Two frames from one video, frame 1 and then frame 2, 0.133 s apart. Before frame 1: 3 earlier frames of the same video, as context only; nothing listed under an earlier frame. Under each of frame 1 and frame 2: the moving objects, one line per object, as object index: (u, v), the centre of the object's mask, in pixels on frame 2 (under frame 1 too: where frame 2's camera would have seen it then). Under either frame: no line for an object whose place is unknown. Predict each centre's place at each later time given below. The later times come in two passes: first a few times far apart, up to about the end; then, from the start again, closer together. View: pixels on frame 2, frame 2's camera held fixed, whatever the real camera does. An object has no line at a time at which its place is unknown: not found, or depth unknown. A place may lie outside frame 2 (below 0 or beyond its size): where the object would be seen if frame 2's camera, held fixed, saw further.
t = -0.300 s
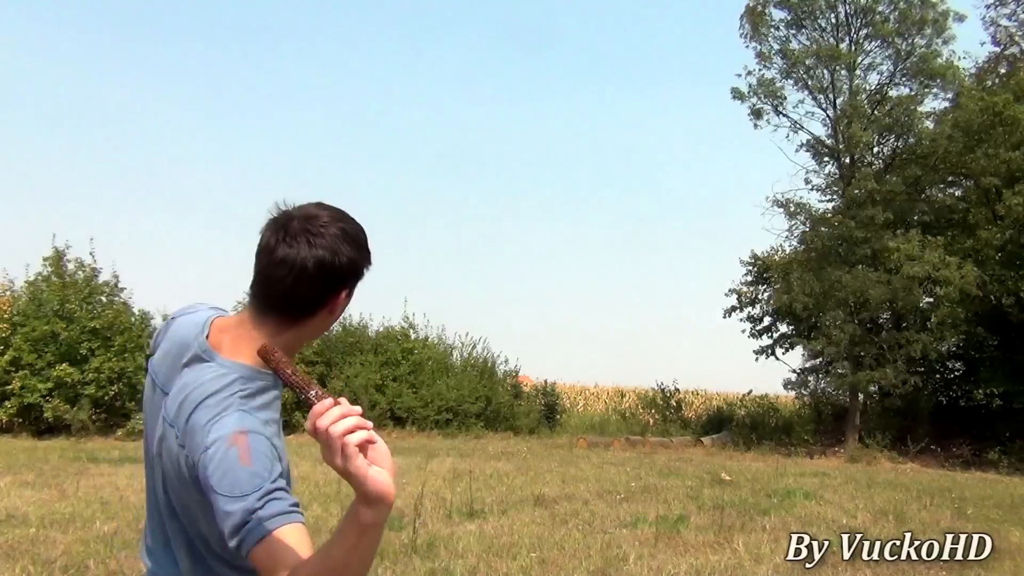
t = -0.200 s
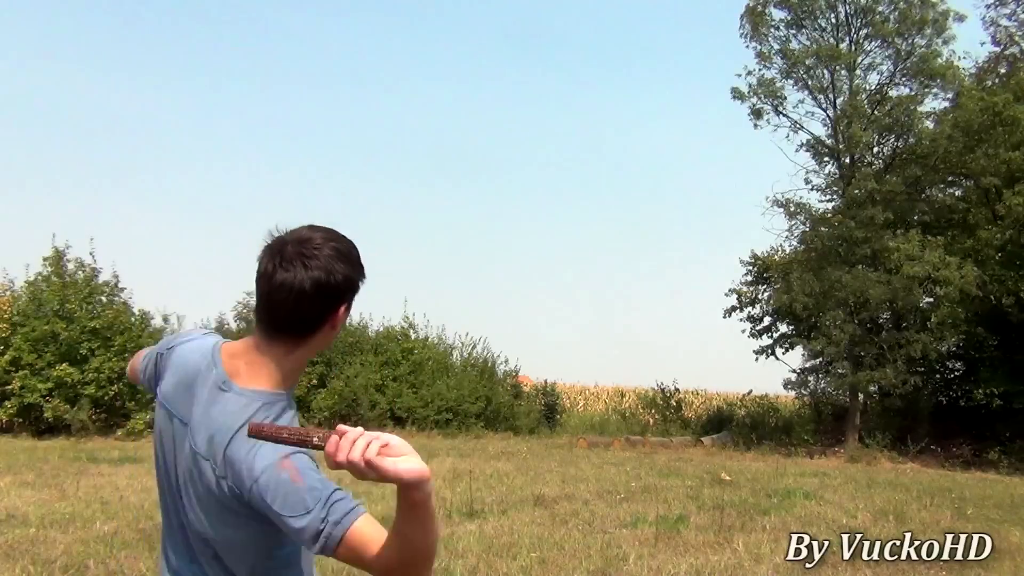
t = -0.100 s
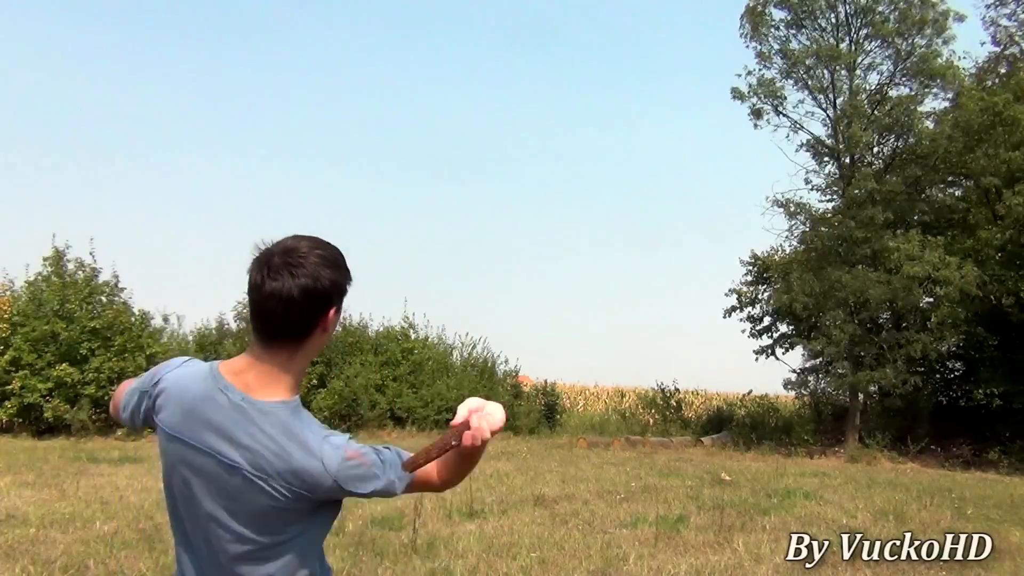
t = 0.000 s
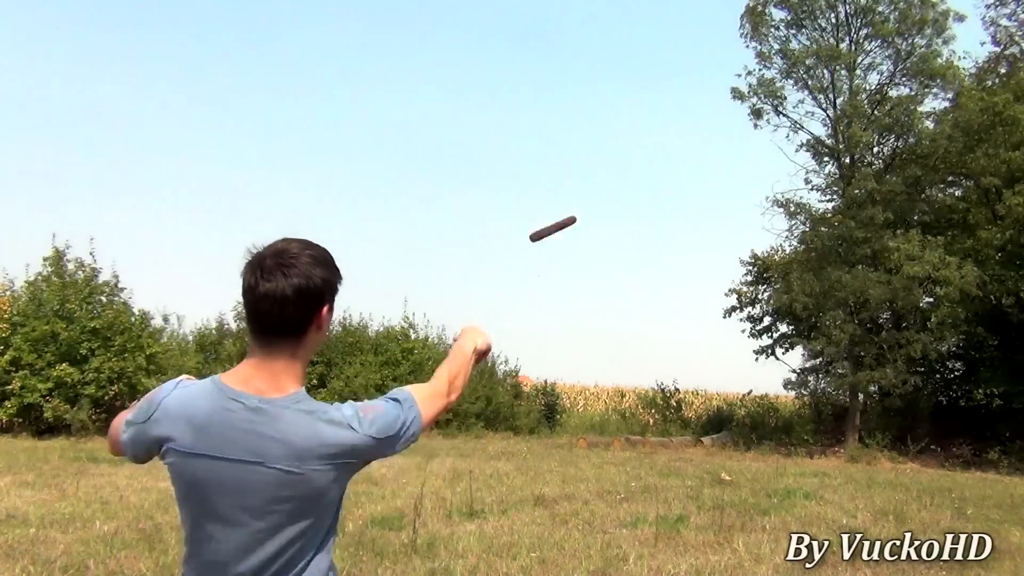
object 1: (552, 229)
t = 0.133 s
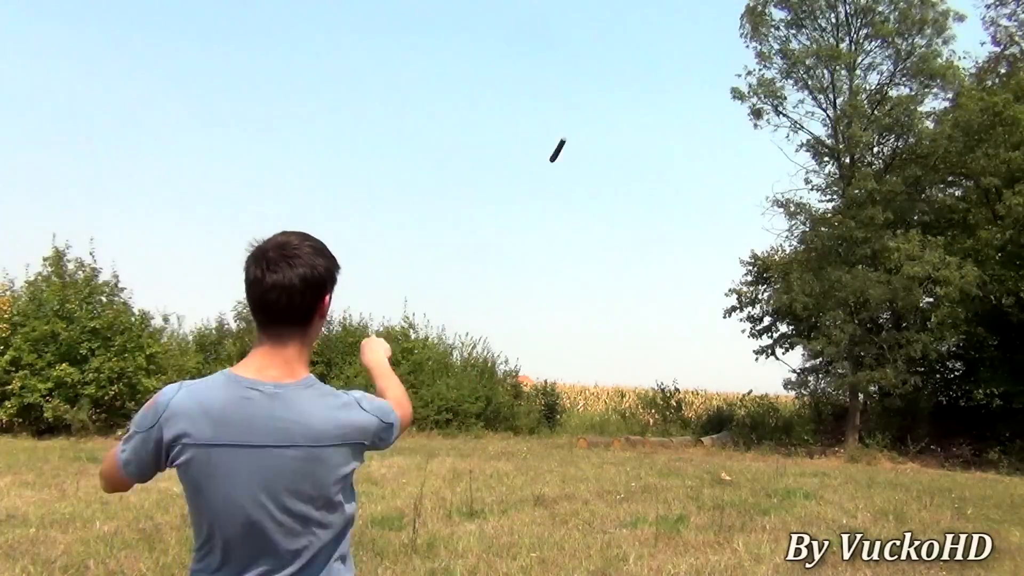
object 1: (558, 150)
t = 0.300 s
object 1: (563, 152)
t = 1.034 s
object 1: (546, 380)
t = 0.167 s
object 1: (559, 145)
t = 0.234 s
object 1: (561, 145)
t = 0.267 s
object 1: (561, 148)
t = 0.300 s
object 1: (563, 152)
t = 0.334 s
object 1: (563, 155)
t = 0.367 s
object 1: (563, 164)
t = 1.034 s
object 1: (546, 380)
